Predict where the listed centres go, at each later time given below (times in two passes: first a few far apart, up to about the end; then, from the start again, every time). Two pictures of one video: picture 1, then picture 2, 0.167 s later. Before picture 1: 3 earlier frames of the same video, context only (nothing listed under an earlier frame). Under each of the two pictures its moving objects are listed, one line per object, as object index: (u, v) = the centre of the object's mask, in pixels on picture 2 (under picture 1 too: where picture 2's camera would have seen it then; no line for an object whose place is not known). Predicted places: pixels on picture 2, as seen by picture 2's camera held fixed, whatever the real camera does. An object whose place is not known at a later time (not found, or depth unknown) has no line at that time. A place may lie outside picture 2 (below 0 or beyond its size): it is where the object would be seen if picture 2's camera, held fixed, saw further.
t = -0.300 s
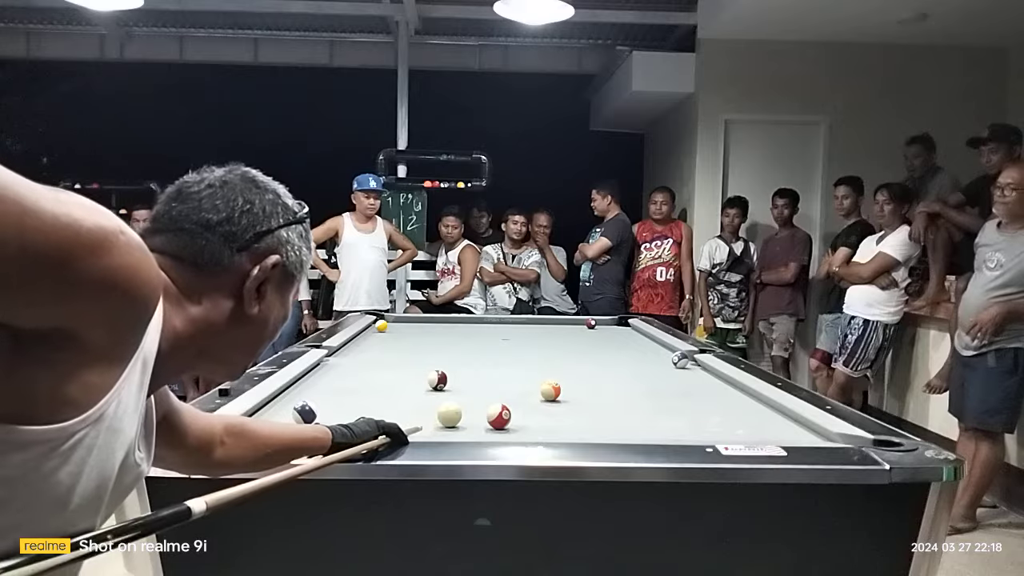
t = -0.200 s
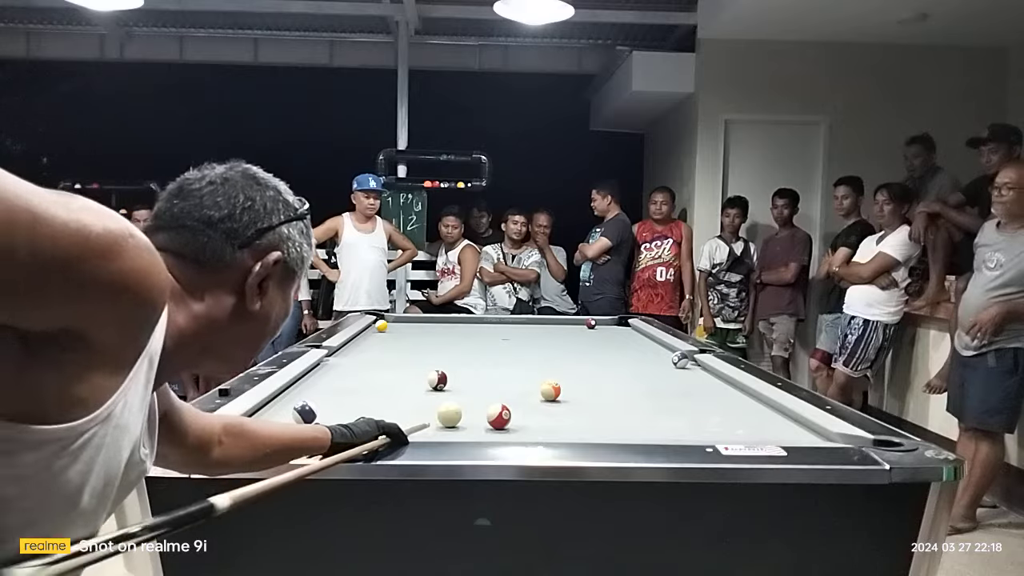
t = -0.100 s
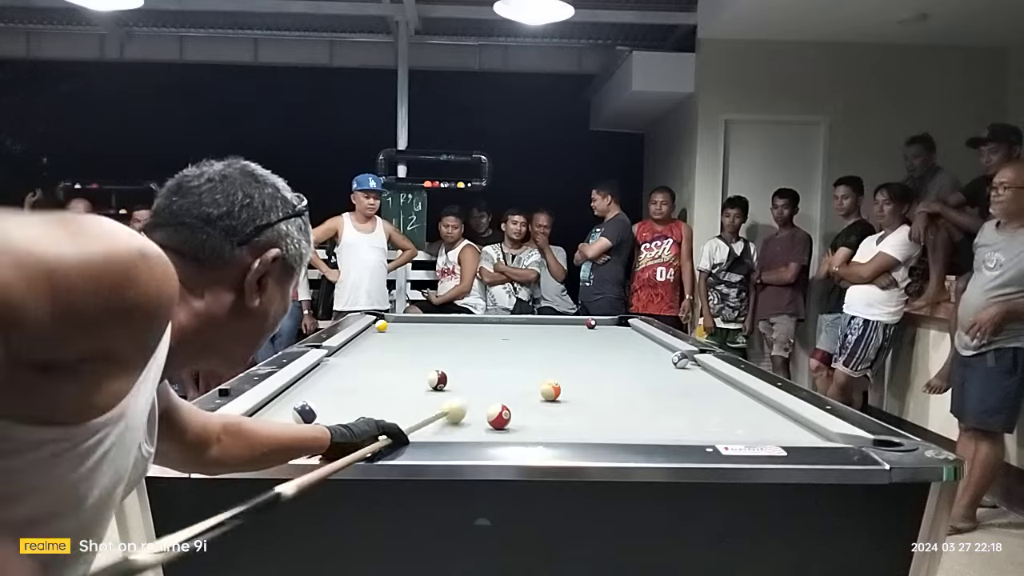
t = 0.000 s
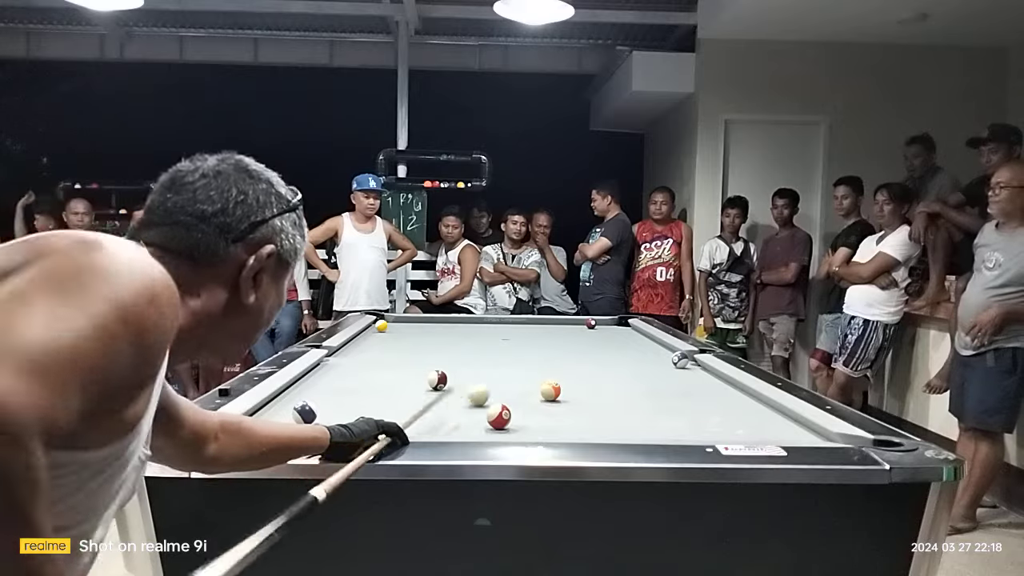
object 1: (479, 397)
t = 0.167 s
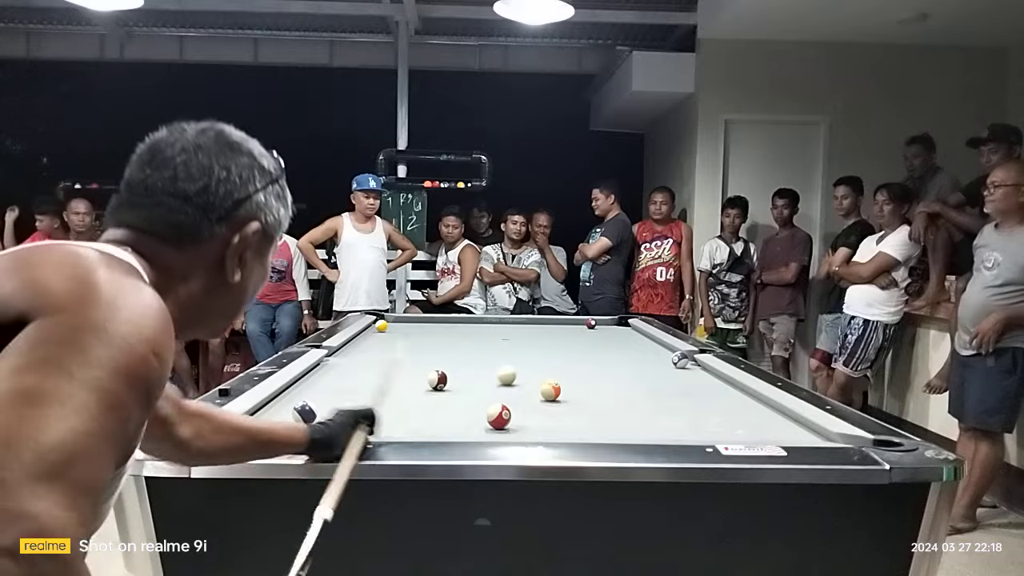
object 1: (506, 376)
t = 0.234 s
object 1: (516, 369)
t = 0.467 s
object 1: (542, 352)
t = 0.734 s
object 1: (563, 336)
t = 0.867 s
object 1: (572, 331)
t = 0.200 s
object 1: (511, 372)
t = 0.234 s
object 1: (516, 369)
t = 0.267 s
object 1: (520, 366)
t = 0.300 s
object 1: (524, 364)
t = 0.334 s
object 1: (528, 361)
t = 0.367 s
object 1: (531, 358)
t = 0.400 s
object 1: (535, 356)
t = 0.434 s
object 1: (538, 354)
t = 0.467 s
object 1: (542, 352)
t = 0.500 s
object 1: (545, 349)
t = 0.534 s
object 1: (548, 347)
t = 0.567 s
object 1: (551, 345)
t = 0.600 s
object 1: (554, 343)
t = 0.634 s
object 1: (556, 341)
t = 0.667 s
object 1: (559, 340)
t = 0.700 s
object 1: (561, 338)
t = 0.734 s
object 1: (563, 336)
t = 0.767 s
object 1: (566, 335)
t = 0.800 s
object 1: (568, 333)
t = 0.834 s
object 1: (570, 332)
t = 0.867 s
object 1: (572, 331)
